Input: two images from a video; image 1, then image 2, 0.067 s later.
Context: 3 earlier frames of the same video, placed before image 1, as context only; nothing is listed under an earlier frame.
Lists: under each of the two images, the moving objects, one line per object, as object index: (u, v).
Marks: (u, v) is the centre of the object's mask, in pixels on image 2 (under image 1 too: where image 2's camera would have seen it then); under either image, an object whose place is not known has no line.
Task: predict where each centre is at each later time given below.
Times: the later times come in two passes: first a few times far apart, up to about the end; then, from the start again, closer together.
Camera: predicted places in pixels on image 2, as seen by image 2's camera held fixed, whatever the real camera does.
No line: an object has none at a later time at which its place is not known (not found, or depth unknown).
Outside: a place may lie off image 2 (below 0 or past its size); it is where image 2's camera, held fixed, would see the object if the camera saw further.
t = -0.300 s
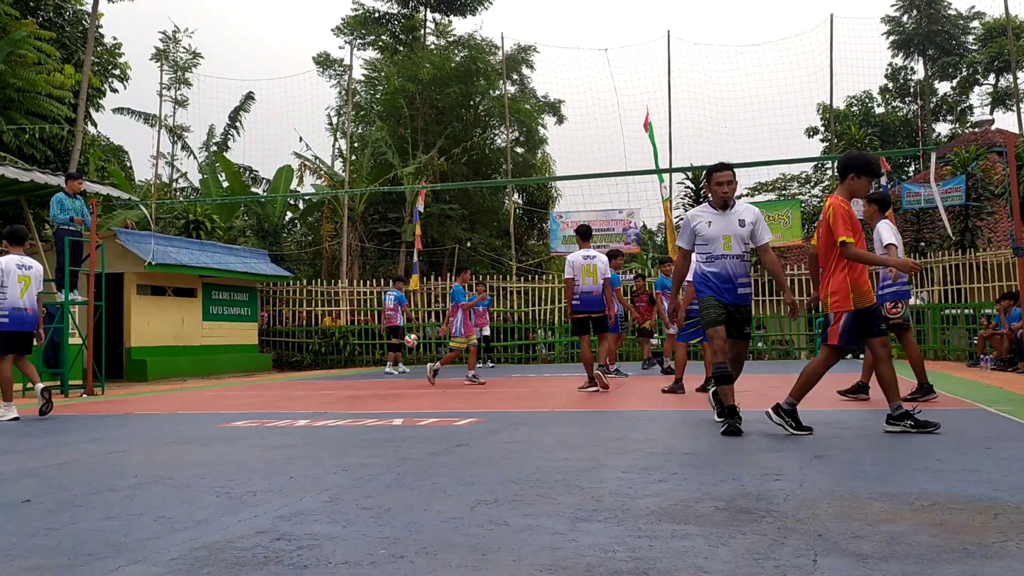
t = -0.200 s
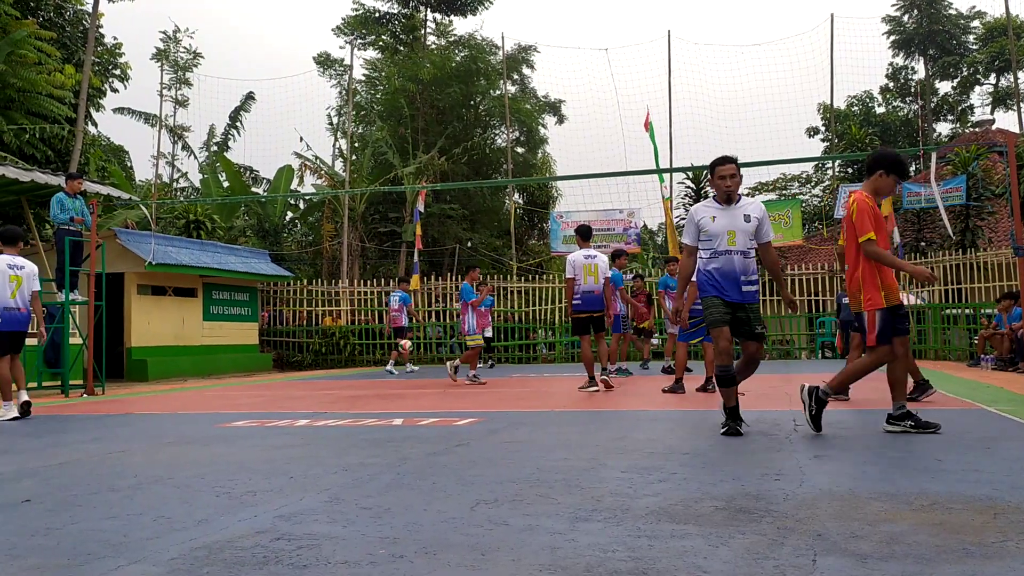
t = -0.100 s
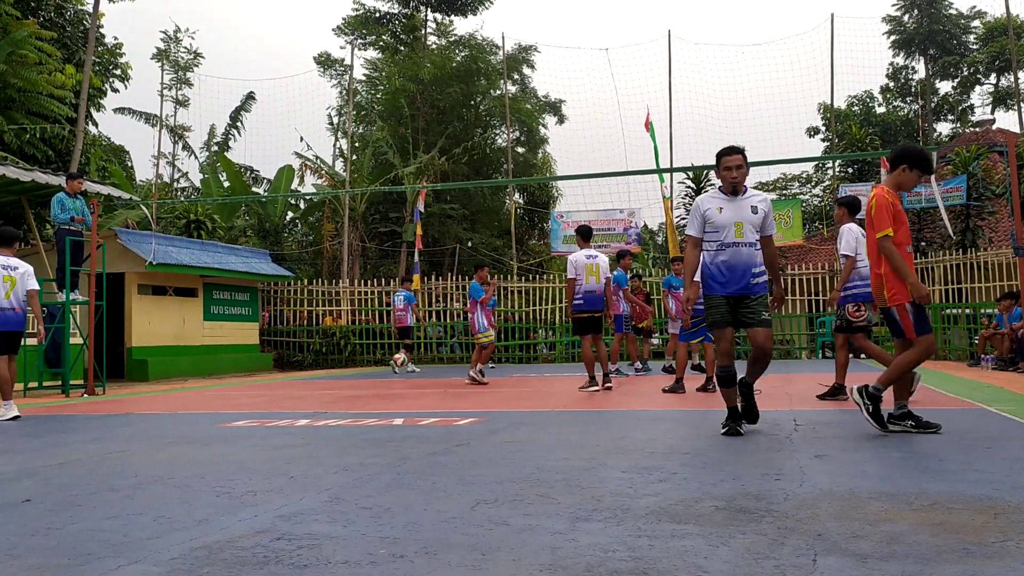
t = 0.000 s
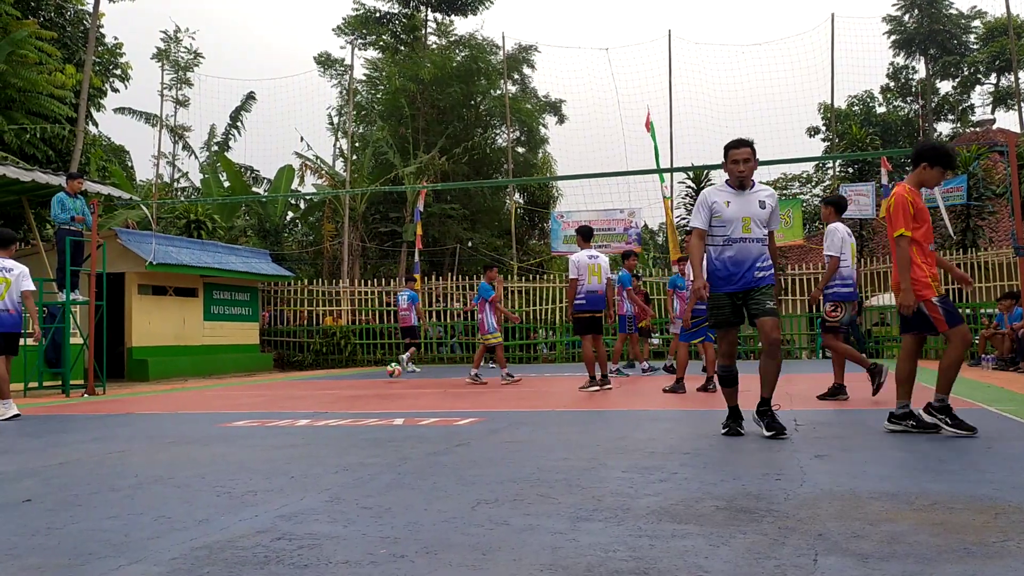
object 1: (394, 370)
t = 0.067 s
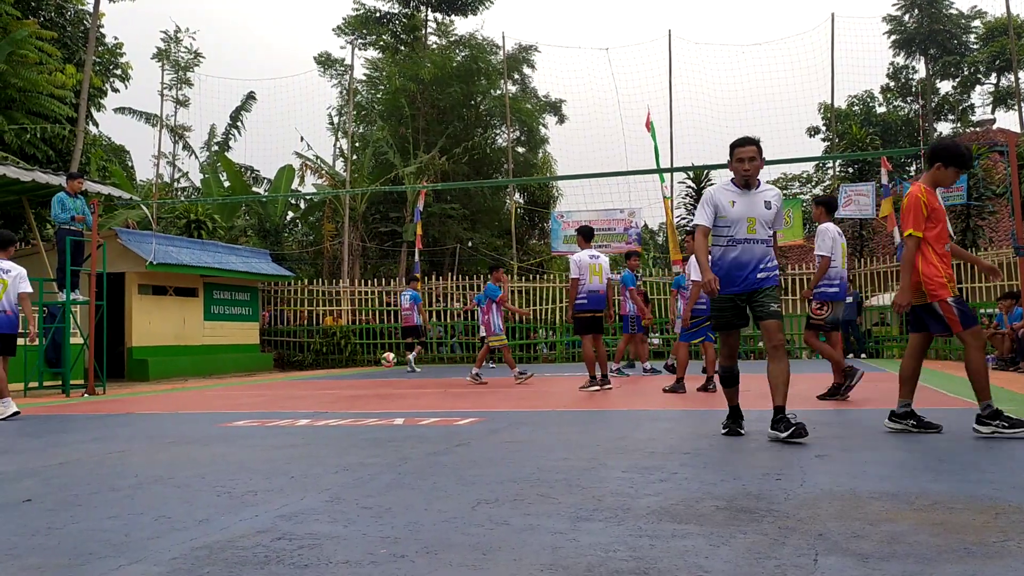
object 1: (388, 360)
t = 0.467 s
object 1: (354, 367)
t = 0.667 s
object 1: (334, 366)
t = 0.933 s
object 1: (303, 370)
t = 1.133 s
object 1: (276, 380)
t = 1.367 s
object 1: (239, 377)
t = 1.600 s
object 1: (194, 394)
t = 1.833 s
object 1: (135, 397)
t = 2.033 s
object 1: (72, 419)
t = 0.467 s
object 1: (354, 367)
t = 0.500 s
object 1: (352, 374)
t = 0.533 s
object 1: (349, 382)
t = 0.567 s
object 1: (345, 381)
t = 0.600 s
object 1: (342, 374)
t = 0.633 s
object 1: (339, 369)
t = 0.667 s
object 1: (334, 366)
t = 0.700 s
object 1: (331, 363)
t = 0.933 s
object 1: (303, 370)
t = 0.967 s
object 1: (299, 376)
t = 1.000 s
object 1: (294, 384)
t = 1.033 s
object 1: (290, 392)
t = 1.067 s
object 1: (285, 392)
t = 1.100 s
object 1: (281, 386)
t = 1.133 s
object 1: (276, 380)
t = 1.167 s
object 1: (271, 376)
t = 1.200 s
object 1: (266, 373)
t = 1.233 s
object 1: (261, 371)
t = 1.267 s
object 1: (256, 370)
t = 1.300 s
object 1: (251, 371)
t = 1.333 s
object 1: (245, 373)
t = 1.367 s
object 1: (239, 377)
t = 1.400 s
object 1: (234, 382)
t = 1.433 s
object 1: (228, 389)
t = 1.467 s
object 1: (222, 397)
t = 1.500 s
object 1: (215, 408)
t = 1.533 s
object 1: (209, 407)
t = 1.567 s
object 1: (201, 400)
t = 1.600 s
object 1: (194, 394)
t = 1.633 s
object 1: (187, 390)
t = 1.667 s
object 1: (179, 387)
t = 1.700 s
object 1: (171, 386)
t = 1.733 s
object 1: (162, 386)
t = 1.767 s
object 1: (154, 388)
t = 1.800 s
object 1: (145, 392)
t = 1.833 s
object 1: (135, 397)
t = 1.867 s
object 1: (126, 405)
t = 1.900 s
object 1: (115, 414)
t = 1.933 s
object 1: (104, 427)
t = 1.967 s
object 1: (93, 433)
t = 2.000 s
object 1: (83, 425)
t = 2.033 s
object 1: (72, 419)
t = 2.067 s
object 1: (60, 414)
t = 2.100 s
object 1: (48, 412)
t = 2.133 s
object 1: (38, 410)
